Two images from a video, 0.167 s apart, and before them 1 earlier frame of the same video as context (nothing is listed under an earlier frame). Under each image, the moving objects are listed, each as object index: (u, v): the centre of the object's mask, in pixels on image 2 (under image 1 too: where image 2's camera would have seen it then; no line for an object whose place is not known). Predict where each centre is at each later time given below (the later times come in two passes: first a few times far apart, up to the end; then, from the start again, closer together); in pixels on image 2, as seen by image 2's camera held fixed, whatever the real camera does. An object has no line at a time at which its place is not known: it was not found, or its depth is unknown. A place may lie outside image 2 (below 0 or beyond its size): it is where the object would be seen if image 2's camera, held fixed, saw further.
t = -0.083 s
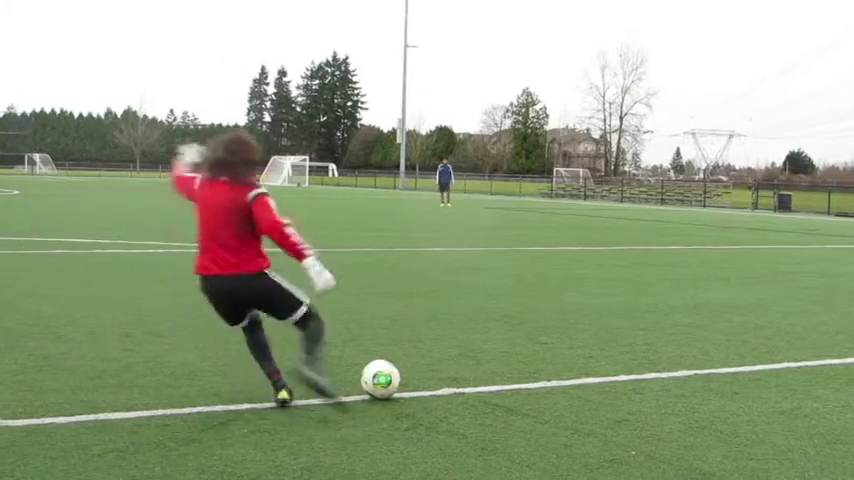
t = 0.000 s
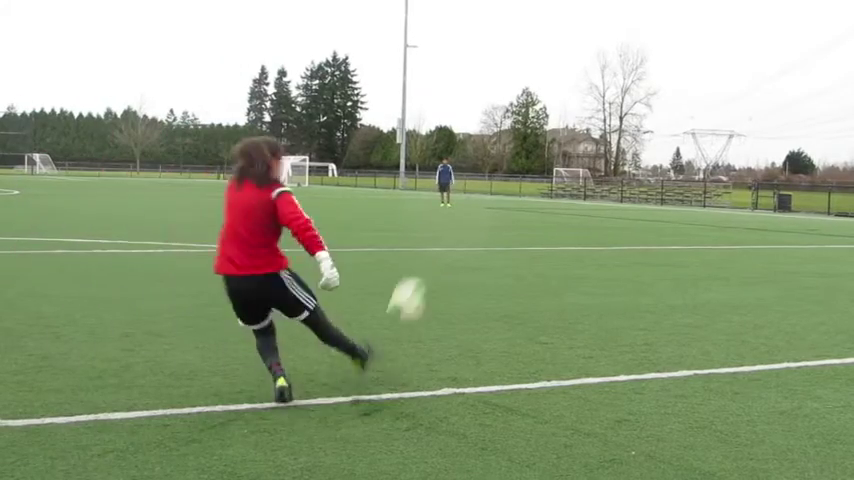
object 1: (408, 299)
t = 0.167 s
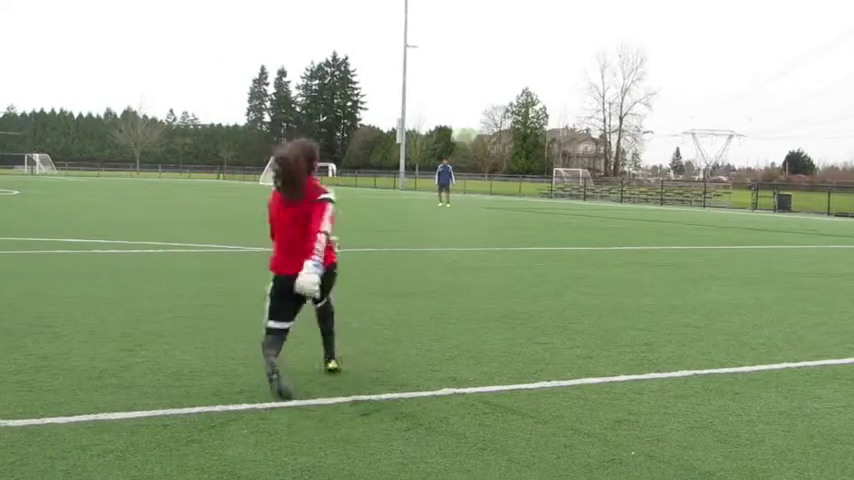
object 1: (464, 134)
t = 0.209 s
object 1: (473, 110)
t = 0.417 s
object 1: (494, 37)
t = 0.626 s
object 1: (500, 15)
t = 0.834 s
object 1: (499, 19)
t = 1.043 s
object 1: (494, 40)
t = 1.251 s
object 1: (488, 72)
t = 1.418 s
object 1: (481, 102)
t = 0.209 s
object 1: (473, 110)
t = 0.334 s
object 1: (488, 58)
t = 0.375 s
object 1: (491, 47)
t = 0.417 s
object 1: (494, 37)
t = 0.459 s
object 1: (496, 29)
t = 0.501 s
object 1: (497, 24)
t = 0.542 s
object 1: (498, 20)
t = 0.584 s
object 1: (499, 17)
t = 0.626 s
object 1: (500, 15)
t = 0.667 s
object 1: (500, 14)
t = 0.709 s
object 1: (500, 15)
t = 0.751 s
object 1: (500, 15)
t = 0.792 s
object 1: (499, 17)
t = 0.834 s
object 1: (499, 19)
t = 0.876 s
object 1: (498, 22)
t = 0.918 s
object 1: (497, 26)
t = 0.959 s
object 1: (496, 30)
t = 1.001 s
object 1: (495, 35)
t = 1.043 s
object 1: (494, 40)
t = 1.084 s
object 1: (493, 45)
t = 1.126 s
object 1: (491, 52)
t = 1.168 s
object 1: (490, 58)
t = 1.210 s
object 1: (489, 65)
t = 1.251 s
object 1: (488, 72)
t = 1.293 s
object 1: (486, 78)
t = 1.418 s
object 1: (481, 102)
